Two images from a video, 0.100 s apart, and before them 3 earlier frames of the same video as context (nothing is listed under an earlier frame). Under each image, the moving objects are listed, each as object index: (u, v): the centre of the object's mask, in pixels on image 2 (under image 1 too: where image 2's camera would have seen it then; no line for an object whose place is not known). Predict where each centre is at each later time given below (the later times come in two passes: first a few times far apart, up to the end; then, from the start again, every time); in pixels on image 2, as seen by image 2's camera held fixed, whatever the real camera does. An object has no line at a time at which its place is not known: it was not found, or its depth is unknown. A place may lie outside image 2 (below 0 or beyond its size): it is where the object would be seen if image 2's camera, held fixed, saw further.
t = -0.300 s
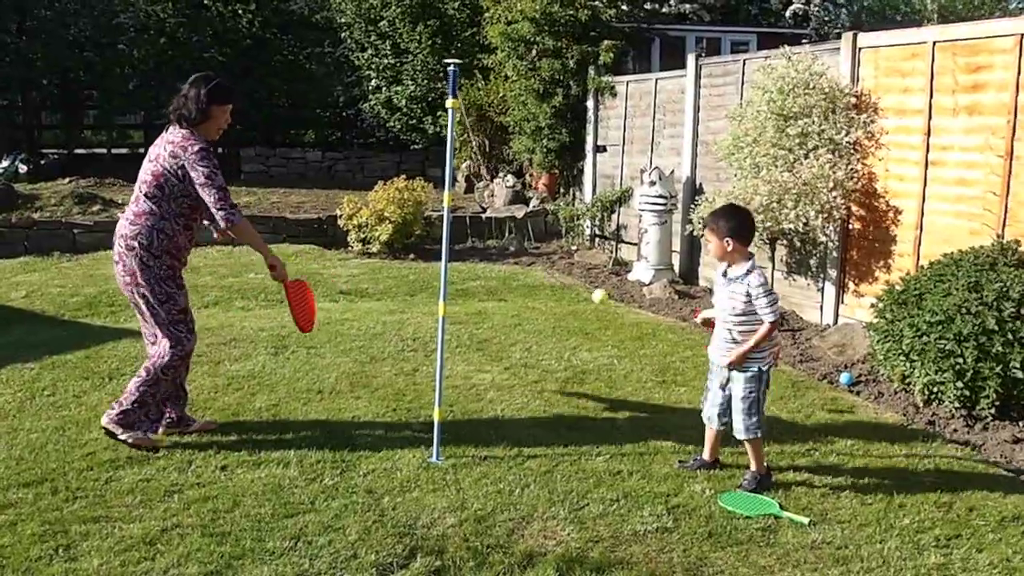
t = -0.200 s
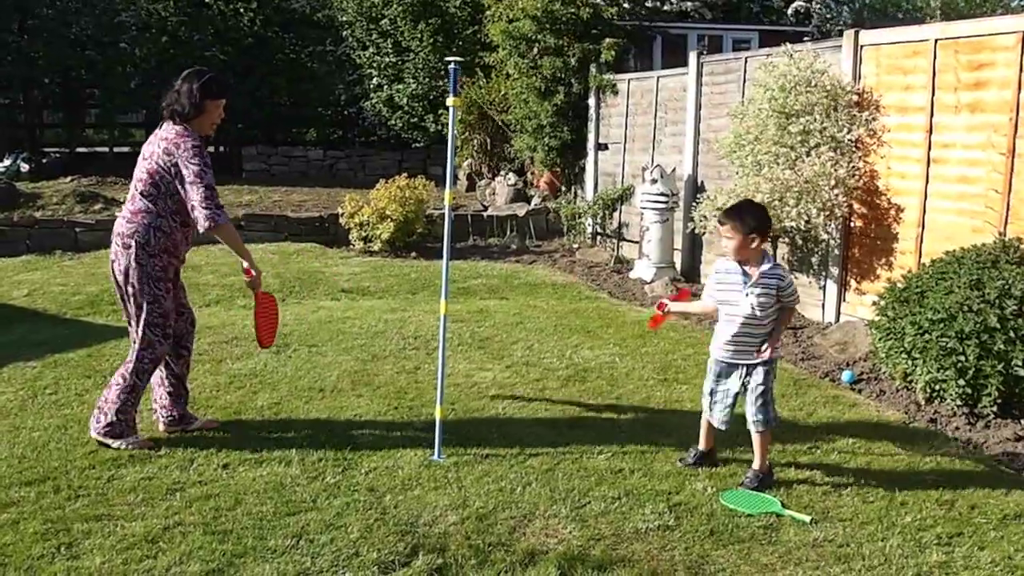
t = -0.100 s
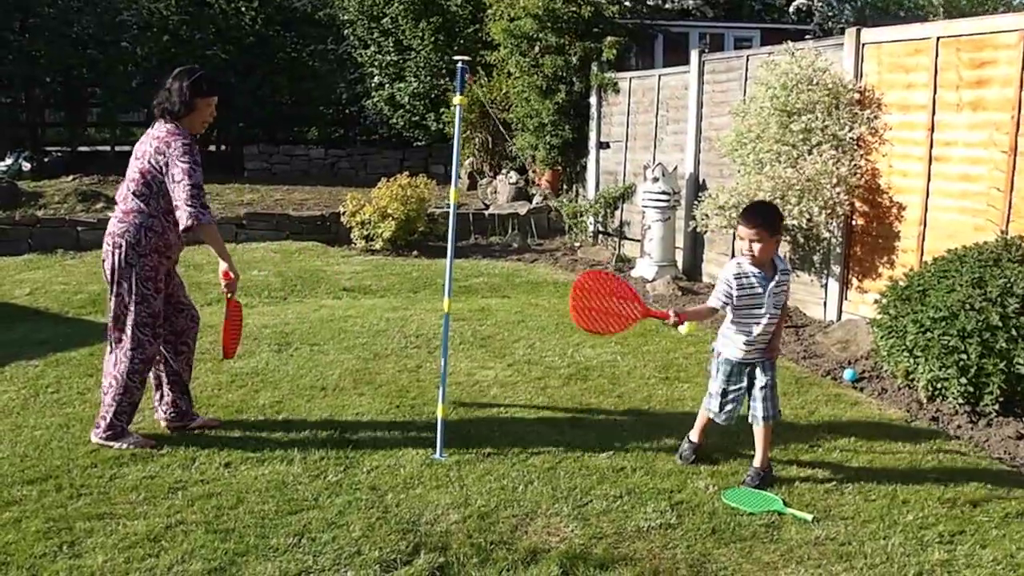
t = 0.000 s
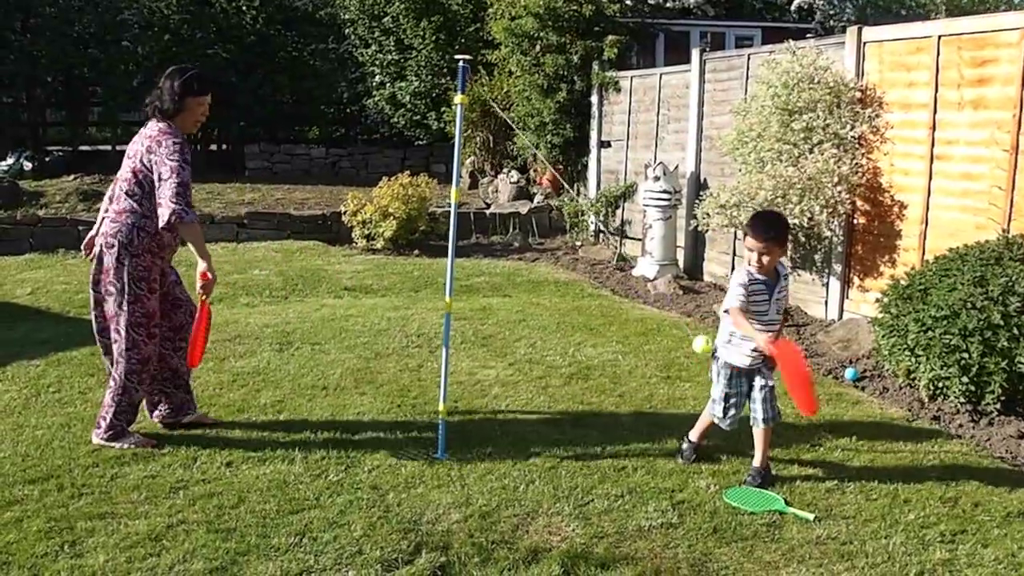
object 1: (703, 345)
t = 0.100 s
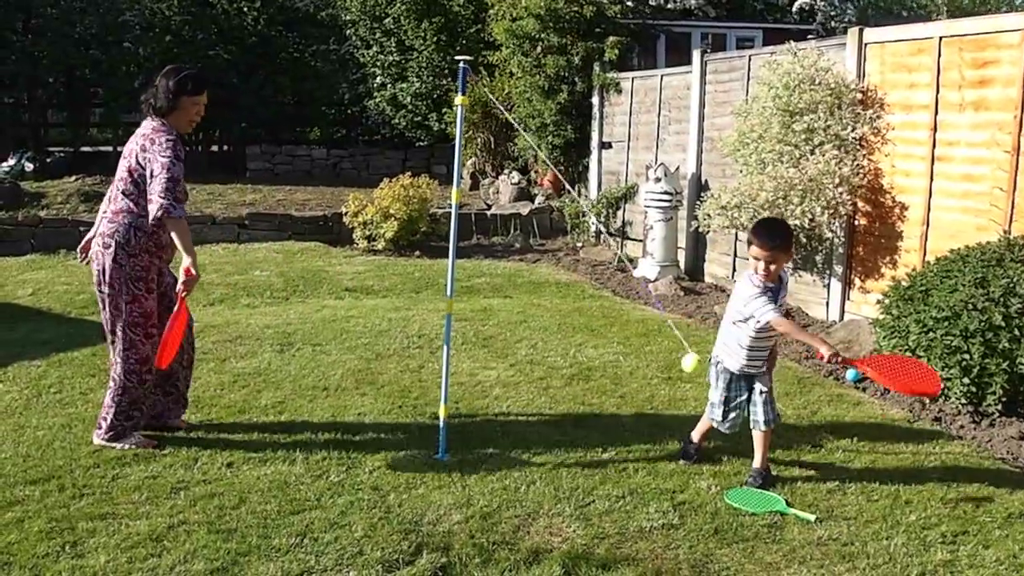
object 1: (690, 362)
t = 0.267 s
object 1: (611, 390)
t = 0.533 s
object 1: (384, 407)
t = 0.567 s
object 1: (356, 405)
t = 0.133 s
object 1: (681, 368)
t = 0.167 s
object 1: (670, 374)
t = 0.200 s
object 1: (655, 380)
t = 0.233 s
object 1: (635, 385)
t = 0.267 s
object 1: (611, 390)
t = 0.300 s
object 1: (587, 396)
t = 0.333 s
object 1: (562, 402)
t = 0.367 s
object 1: (533, 404)
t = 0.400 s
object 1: (504, 406)
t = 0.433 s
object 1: (474, 406)
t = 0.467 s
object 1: (445, 408)
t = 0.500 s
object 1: (415, 409)
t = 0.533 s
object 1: (384, 407)
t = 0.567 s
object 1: (356, 405)
